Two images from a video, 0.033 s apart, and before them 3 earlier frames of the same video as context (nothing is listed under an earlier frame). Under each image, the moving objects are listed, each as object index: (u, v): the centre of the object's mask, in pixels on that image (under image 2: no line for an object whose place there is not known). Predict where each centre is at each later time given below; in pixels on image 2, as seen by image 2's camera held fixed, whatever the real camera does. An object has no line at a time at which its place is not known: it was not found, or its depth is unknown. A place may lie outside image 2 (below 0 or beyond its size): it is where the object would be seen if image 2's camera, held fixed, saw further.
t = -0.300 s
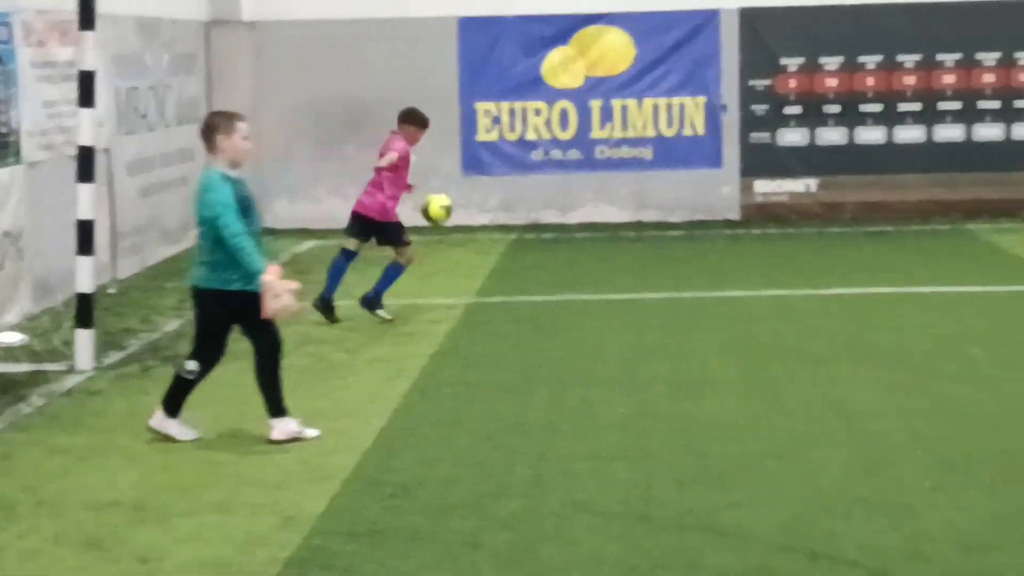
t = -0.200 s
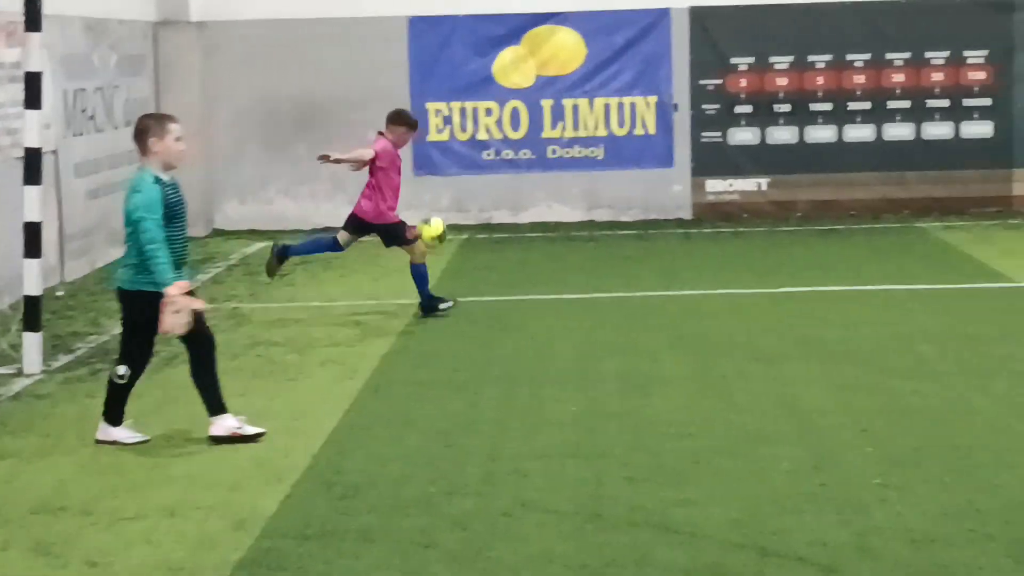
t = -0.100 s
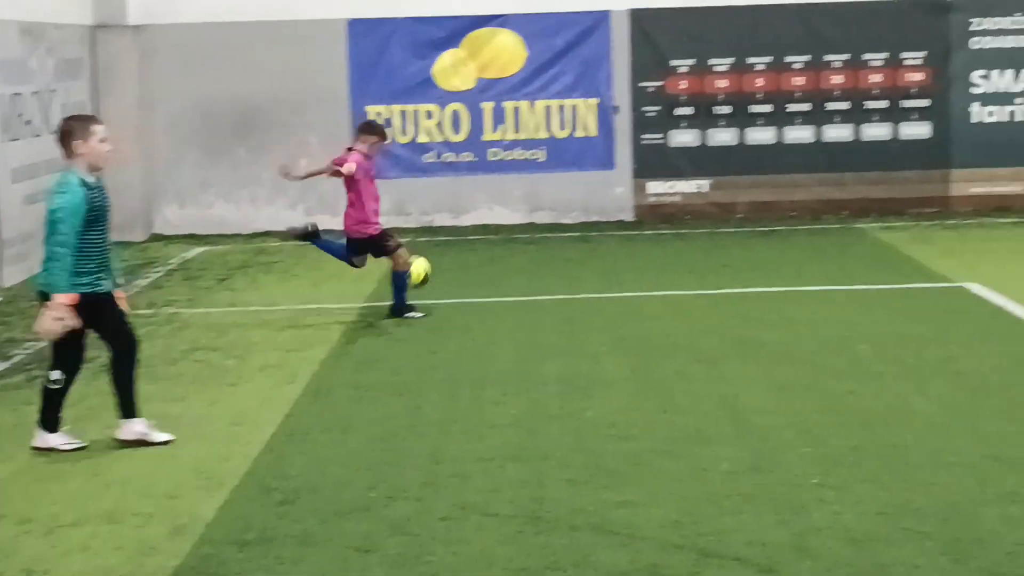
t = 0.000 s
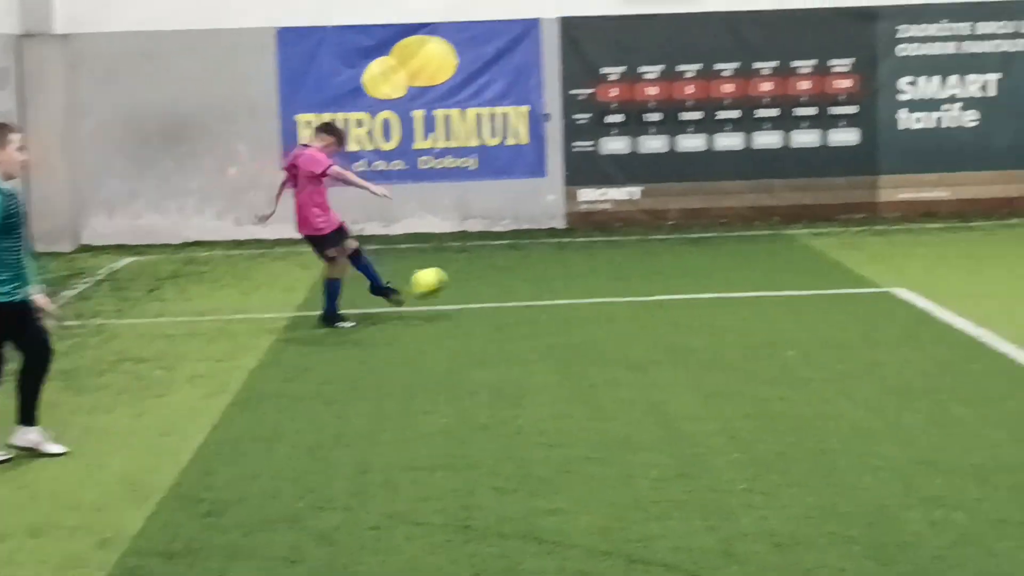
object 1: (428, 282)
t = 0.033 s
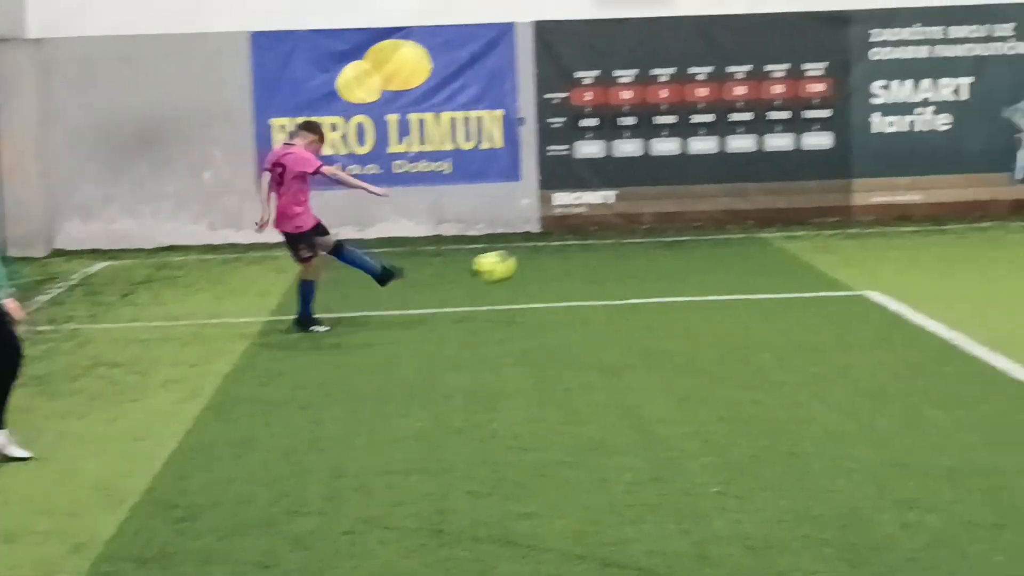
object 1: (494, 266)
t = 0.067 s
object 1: (589, 246)
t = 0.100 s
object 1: (685, 225)
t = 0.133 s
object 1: (784, 207)
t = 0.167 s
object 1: (882, 188)
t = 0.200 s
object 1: (987, 169)
